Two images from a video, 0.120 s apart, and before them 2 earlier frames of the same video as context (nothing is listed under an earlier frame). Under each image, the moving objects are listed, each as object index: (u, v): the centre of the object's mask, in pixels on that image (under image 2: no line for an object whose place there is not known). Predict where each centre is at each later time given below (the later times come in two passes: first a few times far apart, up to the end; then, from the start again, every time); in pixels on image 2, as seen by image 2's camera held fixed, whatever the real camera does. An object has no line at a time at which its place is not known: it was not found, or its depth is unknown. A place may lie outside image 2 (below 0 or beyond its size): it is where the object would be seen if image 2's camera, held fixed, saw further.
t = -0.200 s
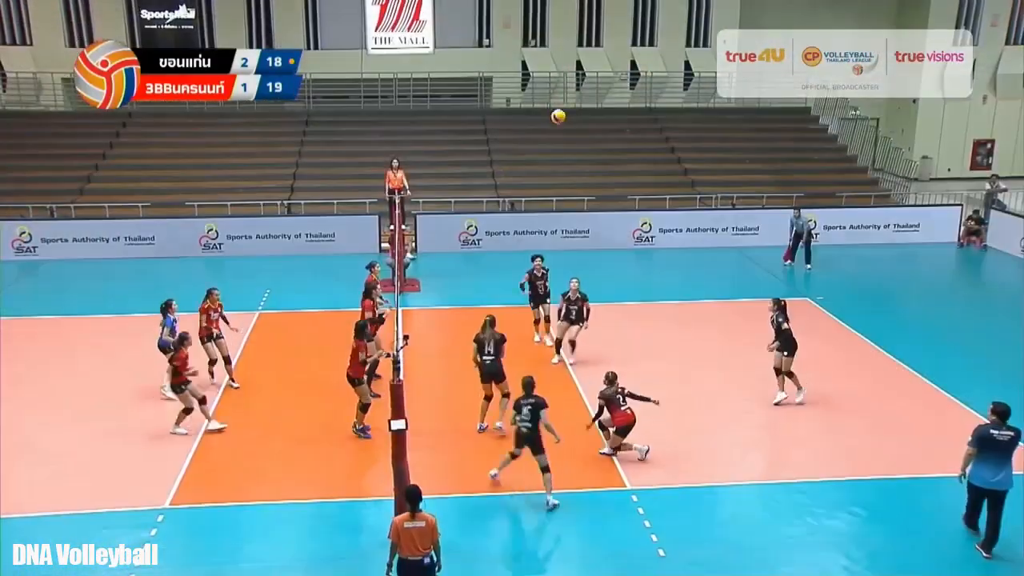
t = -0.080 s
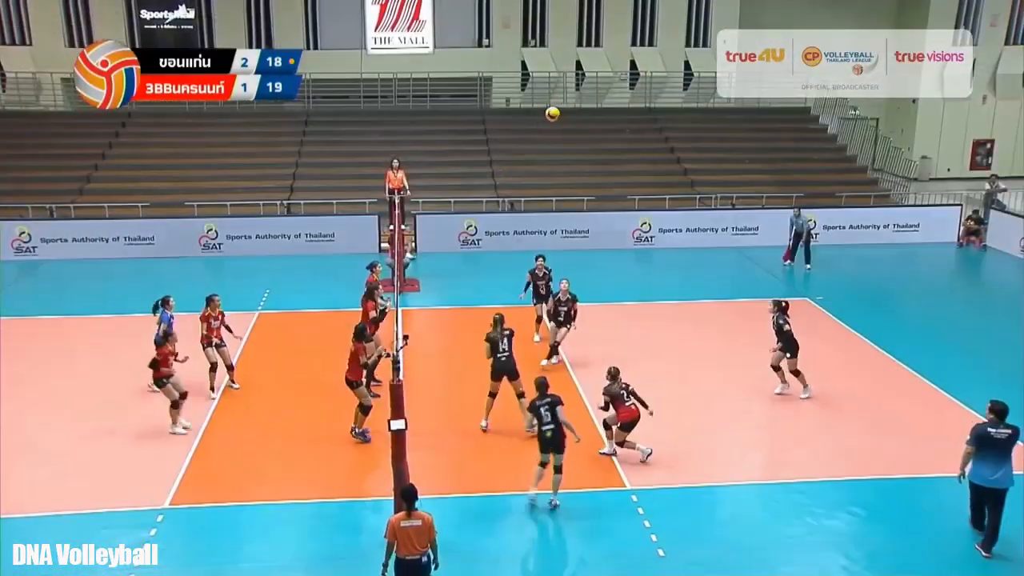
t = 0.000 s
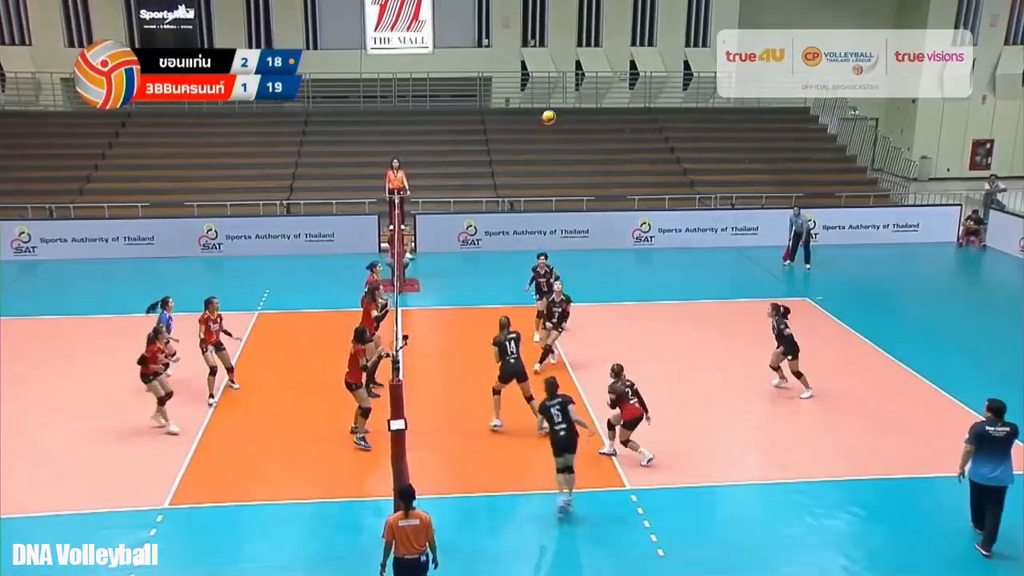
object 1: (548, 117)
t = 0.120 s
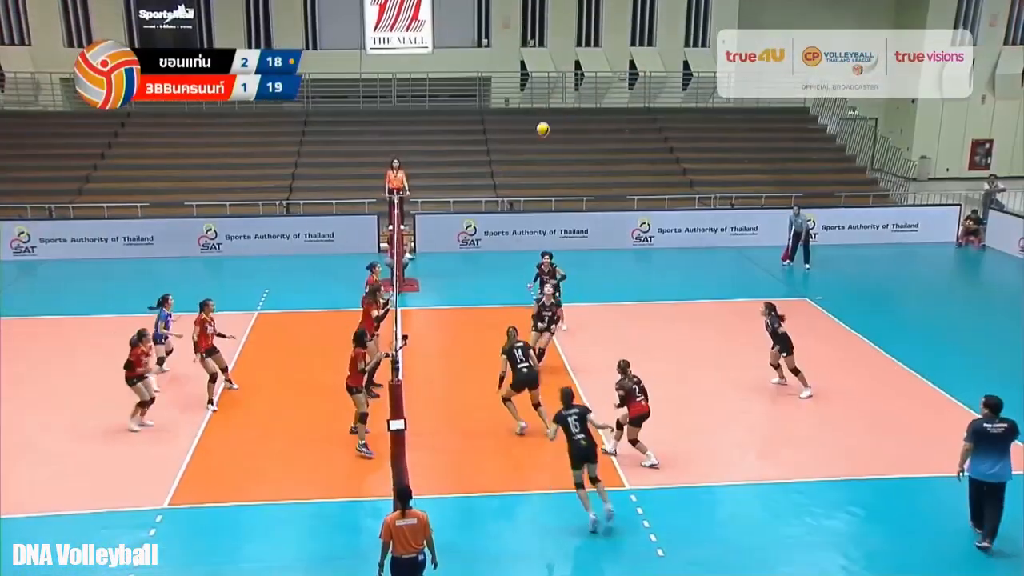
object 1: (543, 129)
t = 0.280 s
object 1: (535, 158)
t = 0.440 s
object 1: (528, 199)
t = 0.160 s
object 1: (541, 135)
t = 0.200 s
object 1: (539, 141)
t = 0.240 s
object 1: (537, 149)
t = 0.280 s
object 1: (535, 158)
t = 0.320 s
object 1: (533, 167)
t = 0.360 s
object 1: (531, 177)
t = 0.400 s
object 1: (530, 187)
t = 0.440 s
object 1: (528, 199)
